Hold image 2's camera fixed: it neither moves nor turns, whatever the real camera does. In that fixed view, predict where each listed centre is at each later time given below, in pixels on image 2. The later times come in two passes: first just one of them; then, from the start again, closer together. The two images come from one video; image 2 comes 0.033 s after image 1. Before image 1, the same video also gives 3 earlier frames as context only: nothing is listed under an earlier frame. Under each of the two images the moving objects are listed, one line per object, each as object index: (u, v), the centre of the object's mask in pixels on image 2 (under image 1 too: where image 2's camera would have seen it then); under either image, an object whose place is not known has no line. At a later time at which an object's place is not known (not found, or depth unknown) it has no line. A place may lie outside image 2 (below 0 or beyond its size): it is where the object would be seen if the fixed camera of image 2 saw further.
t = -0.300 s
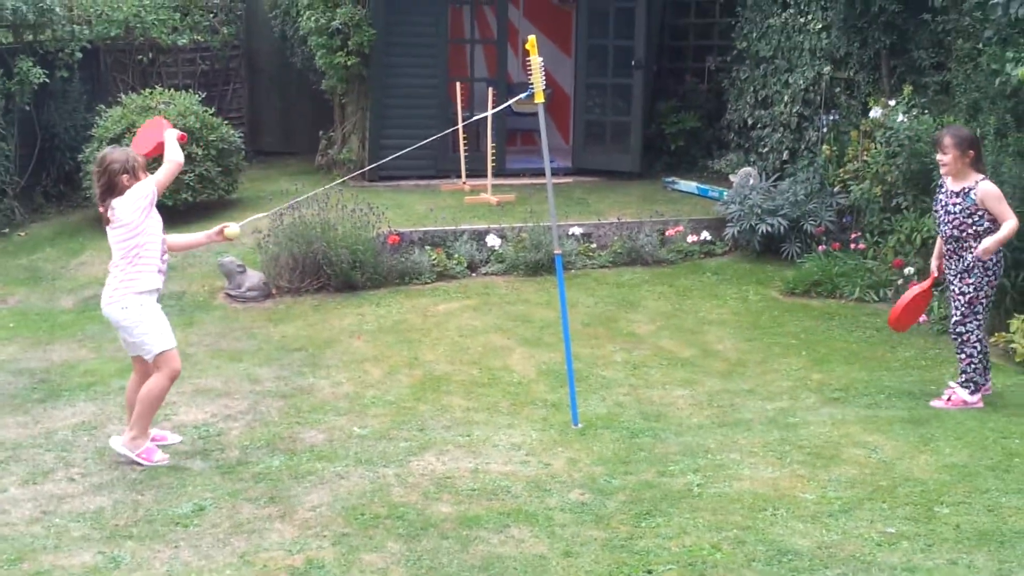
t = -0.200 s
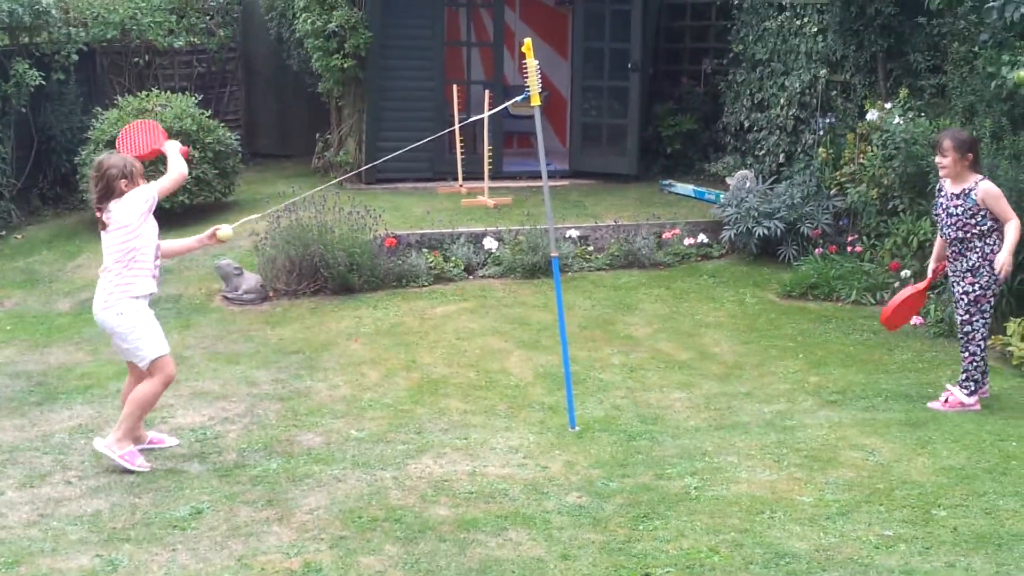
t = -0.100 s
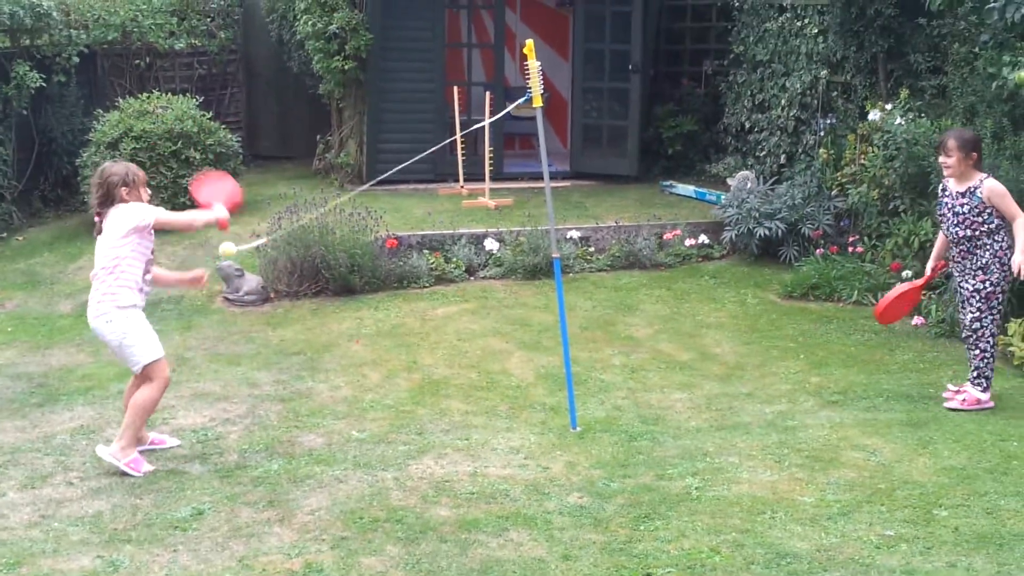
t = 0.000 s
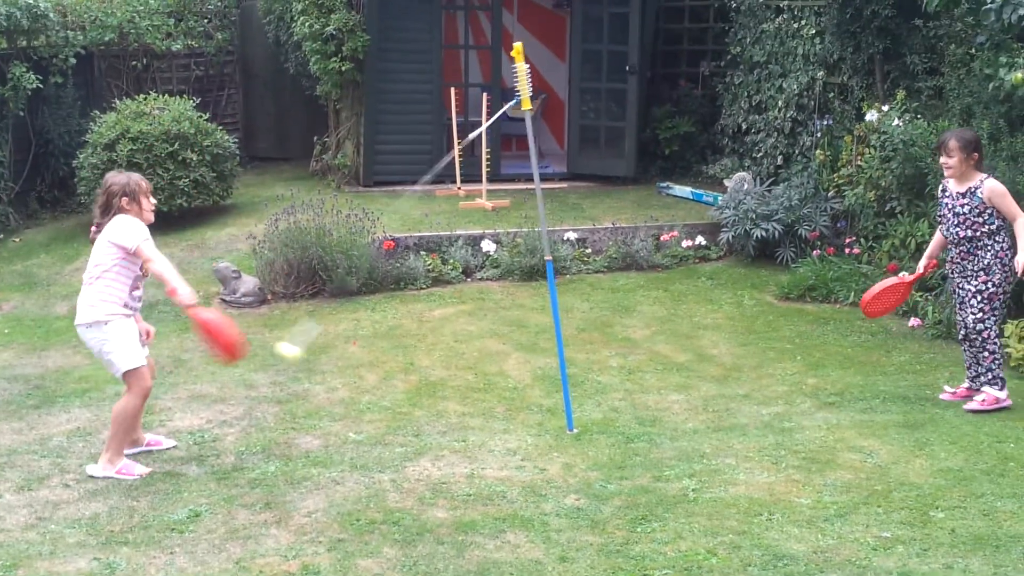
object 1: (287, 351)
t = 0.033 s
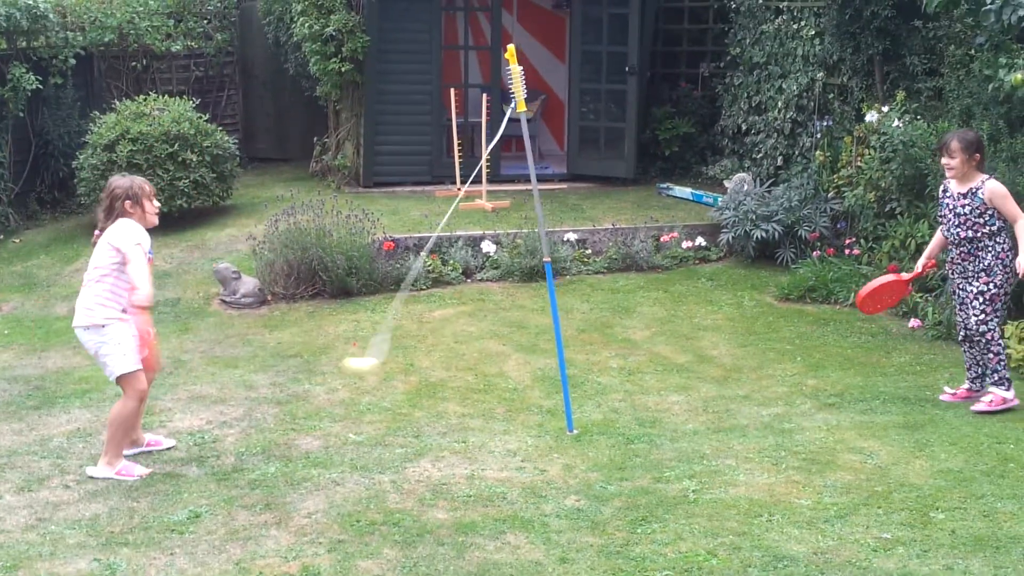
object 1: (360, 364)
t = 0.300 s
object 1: (915, 20)
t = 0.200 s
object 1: (824, 171)
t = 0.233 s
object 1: (876, 114)
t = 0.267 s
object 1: (907, 63)
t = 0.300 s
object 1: (915, 20)
